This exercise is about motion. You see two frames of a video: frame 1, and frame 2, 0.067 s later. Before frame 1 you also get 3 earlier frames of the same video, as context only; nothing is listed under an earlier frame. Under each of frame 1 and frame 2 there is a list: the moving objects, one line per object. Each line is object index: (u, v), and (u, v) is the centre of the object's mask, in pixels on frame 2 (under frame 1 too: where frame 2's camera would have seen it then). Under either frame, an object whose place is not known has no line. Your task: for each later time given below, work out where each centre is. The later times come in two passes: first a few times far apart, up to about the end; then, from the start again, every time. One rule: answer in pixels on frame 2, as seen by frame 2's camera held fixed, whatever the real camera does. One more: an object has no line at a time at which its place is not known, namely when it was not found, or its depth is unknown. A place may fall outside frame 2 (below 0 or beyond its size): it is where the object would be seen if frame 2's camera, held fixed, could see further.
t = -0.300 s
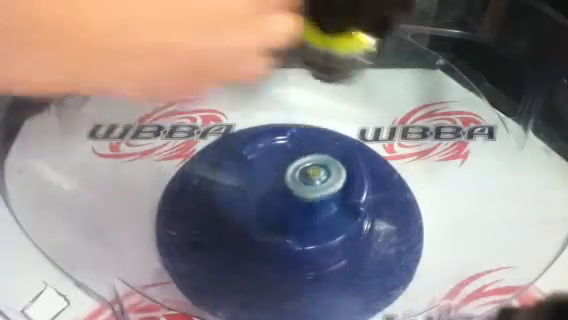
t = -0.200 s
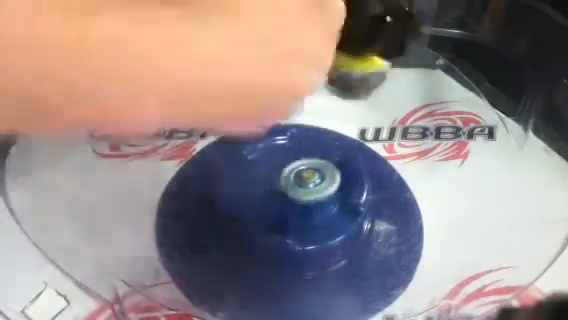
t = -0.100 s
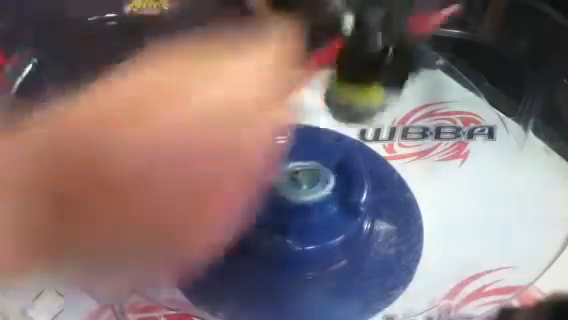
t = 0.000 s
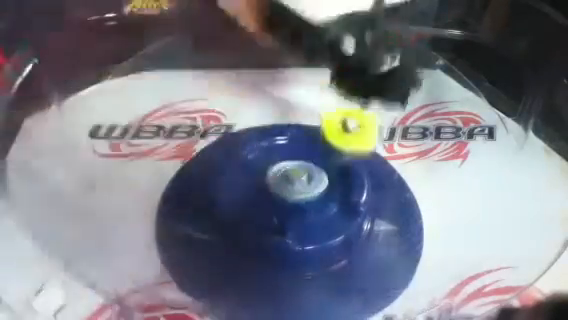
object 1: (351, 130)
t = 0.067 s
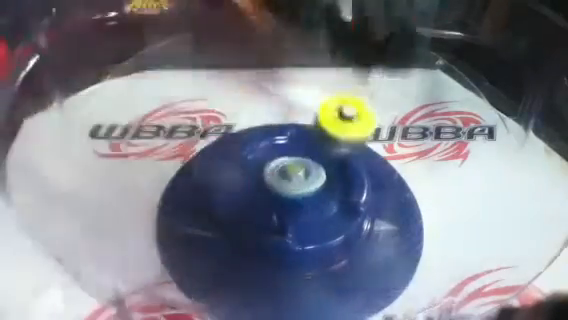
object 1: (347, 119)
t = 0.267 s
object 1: (305, 121)
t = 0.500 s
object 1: (270, 123)
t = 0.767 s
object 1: (333, 119)
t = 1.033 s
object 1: (368, 139)
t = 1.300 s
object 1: (375, 120)
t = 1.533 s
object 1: (467, 190)
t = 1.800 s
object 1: (413, 179)
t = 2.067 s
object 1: (191, 124)
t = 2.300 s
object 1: (203, 194)
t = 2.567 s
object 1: (411, 171)
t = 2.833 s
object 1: (335, 88)
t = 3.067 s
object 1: (242, 114)
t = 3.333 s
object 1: (231, 159)
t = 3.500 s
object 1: (251, 182)
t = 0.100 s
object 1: (344, 123)
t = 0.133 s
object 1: (336, 123)
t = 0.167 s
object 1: (330, 124)
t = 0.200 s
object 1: (320, 124)
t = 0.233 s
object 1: (312, 123)
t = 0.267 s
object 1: (305, 121)
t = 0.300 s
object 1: (298, 118)
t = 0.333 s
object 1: (289, 118)
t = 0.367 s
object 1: (280, 116)
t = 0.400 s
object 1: (275, 116)
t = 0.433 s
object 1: (271, 117)
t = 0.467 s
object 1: (268, 120)
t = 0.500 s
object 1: (270, 123)
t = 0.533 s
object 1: (280, 118)
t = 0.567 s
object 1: (293, 115)
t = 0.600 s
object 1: (303, 112)
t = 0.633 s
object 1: (312, 112)
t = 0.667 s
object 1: (319, 111)
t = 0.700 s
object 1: (326, 113)
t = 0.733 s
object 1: (331, 116)
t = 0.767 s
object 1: (333, 119)
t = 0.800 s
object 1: (336, 125)
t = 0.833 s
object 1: (337, 131)
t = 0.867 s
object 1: (336, 137)
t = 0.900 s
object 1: (335, 143)
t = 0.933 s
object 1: (334, 148)
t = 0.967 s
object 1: (336, 151)
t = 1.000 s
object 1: (352, 145)
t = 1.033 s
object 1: (368, 139)
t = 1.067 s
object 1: (381, 133)
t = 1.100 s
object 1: (390, 128)
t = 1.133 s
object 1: (393, 124)
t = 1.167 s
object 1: (395, 122)
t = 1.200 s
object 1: (394, 120)
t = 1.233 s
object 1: (390, 119)
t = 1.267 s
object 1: (384, 119)
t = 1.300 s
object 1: (375, 120)
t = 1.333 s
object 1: (365, 126)
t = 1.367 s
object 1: (352, 135)
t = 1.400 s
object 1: (339, 146)
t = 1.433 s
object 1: (344, 158)
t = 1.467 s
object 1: (388, 172)
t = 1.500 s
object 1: (431, 185)
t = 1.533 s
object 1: (467, 190)
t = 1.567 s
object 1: (494, 191)
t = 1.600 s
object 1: (513, 190)
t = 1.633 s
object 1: (519, 187)
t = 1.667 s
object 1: (517, 187)
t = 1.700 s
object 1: (503, 186)
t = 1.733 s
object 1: (478, 185)
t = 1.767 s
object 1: (449, 182)
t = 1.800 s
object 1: (413, 179)
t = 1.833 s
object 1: (383, 171)
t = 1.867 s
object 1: (349, 163)
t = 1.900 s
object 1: (325, 160)
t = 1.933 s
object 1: (292, 146)
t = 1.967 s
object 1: (263, 138)
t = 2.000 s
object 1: (236, 130)
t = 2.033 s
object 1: (212, 125)
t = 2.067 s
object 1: (191, 124)
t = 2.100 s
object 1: (175, 124)
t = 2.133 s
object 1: (160, 128)
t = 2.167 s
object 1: (155, 135)
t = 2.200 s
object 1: (154, 145)
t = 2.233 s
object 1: (161, 159)
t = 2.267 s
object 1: (179, 178)
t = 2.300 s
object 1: (203, 194)
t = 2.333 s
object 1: (231, 207)
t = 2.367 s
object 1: (263, 215)
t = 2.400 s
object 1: (295, 220)
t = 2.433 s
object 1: (325, 219)
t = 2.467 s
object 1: (355, 211)
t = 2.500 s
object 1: (377, 200)
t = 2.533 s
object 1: (396, 187)
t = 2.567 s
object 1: (411, 171)
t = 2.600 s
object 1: (416, 152)
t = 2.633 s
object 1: (415, 138)
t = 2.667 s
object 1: (410, 124)
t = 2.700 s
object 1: (399, 113)
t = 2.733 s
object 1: (386, 102)
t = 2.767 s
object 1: (369, 95)
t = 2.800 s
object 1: (352, 91)
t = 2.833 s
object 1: (335, 88)
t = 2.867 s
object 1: (316, 88)
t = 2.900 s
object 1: (301, 90)
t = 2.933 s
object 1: (284, 95)
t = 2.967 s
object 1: (269, 99)
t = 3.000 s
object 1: (256, 106)
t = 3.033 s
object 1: (249, 111)
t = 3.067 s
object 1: (242, 114)
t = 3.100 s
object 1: (237, 120)
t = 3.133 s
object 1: (233, 126)
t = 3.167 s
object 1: (231, 129)
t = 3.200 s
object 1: (227, 134)
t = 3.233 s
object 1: (228, 140)
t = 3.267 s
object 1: (228, 148)
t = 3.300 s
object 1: (229, 153)
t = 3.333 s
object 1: (231, 159)
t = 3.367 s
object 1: (234, 164)
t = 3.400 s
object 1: (238, 169)
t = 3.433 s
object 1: (242, 174)
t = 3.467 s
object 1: (246, 178)
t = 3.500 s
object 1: (251, 182)
